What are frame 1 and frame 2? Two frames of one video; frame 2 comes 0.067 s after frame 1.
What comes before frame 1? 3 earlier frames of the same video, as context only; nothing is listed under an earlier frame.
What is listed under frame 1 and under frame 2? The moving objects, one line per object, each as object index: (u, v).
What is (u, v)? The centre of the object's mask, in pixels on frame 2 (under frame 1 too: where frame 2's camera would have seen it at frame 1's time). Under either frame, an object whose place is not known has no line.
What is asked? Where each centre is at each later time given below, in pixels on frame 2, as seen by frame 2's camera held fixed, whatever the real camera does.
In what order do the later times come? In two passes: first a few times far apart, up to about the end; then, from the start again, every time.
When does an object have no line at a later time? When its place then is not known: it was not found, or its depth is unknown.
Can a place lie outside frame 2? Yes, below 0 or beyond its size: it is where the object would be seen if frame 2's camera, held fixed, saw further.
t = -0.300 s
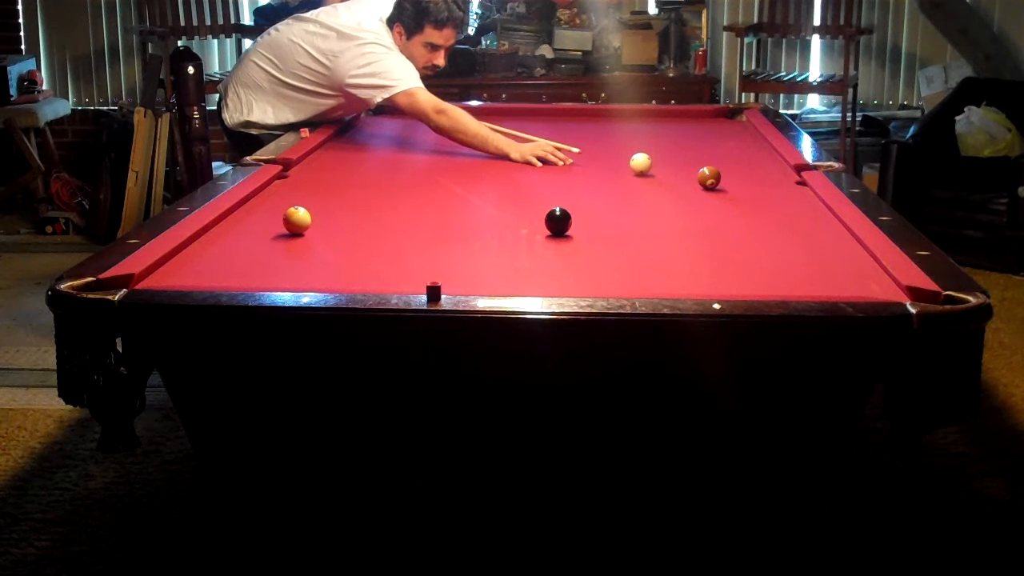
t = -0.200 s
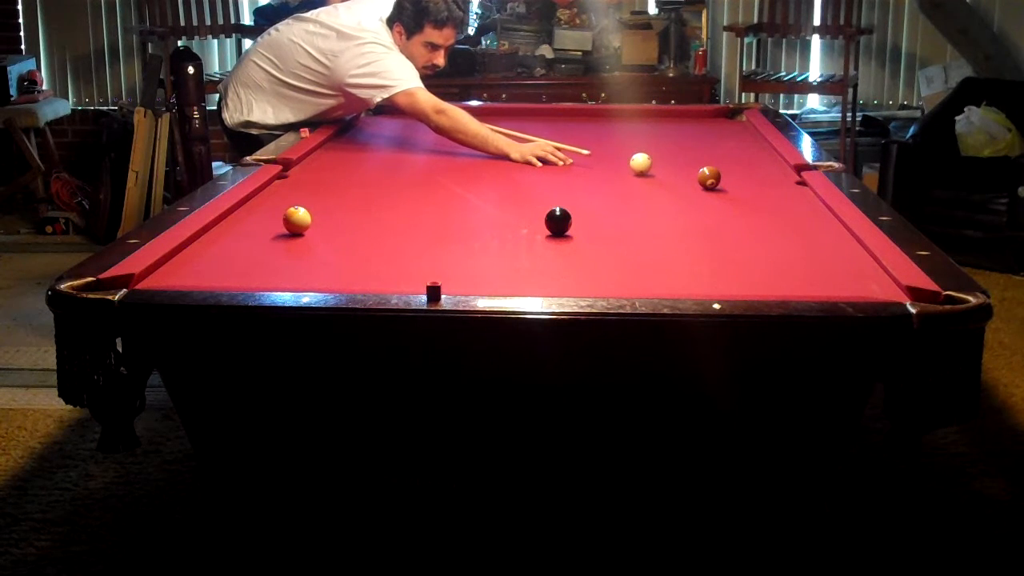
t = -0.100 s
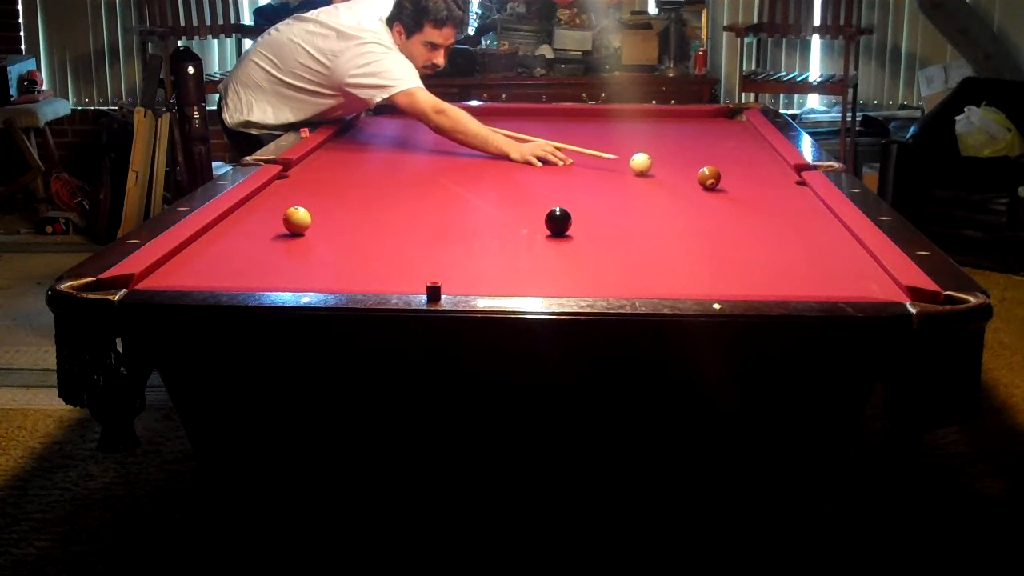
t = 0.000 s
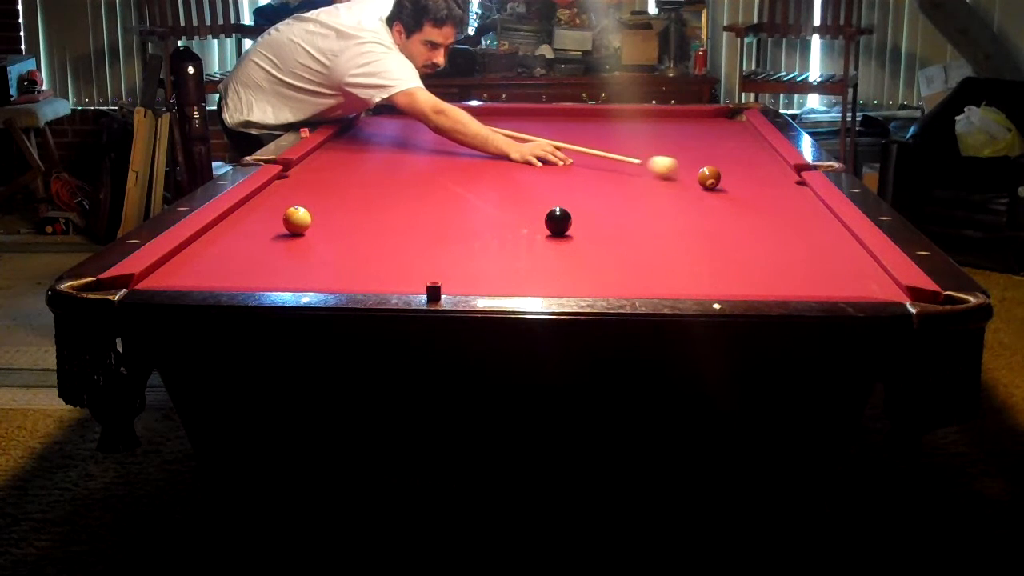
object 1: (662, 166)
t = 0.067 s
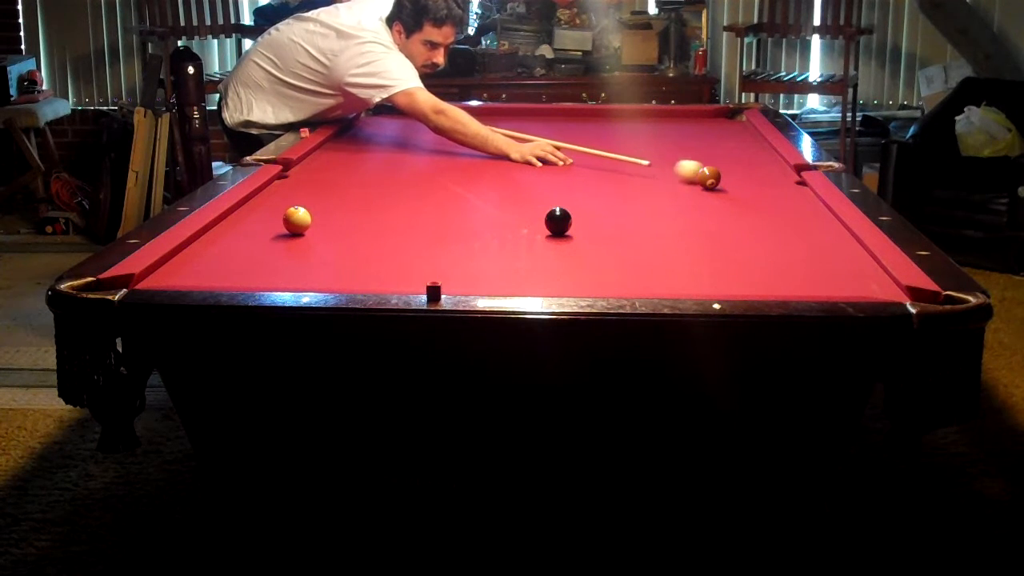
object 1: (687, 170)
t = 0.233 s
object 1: (744, 174)
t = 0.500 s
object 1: (770, 177)
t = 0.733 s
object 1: (735, 179)
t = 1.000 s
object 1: (696, 181)
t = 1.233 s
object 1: (663, 182)
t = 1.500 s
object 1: (627, 184)
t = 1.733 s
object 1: (597, 186)
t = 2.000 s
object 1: (564, 187)
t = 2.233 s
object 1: (537, 189)
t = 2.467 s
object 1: (513, 190)
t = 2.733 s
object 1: (487, 191)
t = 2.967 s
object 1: (465, 192)
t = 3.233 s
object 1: (444, 193)
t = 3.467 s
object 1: (427, 194)
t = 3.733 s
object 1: (411, 195)
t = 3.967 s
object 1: (398, 196)
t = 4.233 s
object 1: (386, 196)
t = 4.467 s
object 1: (378, 197)
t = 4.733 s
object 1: (371, 197)
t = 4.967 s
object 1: (367, 197)
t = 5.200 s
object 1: (365, 197)
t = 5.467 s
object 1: (364, 197)
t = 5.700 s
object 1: (365, 197)
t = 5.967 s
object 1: (365, 197)
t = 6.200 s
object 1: (365, 197)
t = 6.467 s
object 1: (365, 197)
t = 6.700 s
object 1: (365, 197)
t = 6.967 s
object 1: (365, 197)
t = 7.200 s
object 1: (365, 197)
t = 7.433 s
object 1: (365, 197)
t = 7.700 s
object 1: (365, 197)
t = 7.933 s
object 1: (365, 197)
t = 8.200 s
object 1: (365, 197)
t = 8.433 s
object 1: (365, 197)
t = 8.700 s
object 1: (365, 197)
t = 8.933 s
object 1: (365, 197)
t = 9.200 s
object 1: (365, 197)
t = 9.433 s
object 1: (365, 197)
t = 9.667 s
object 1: (365, 197)
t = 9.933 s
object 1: (365, 197)
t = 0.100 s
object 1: (697, 169)
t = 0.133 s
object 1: (715, 166)
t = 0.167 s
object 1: (725, 170)
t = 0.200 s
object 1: (735, 173)
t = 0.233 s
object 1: (744, 174)
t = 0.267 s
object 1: (754, 174)
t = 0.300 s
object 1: (765, 175)
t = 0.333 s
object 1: (775, 176)
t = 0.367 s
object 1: (786, 176)
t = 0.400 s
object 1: (786, 176)
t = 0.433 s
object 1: (780, 177)
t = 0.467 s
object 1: (775, 177)
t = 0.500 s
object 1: (770, 177)
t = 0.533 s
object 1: (765, 178)
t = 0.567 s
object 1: (761, 178)
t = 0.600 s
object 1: (755, 178)
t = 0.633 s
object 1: (751, 178)
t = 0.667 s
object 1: (746, 178)
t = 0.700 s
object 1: (740, 178)
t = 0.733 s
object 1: (735, 179)
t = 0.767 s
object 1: (730, 179)
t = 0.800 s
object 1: (725, 179)
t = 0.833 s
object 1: (720, 179)
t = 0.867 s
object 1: (715, 180)
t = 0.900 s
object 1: (711, 180)
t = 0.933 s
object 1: (705, 180)
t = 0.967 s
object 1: (701, 180)
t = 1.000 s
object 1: (696, 181)
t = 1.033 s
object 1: (691, 181)
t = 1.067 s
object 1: (686, 181)
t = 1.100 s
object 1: (681, 181)
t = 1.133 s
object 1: (677, 182)
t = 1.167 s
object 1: (672, 182)
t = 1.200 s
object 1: (667, 182)
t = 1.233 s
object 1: (663, 182)
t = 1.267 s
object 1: (658, 183)
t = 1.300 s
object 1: (654, 183)
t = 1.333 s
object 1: (649, 183)
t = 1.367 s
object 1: (644, 184)
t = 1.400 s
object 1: (640, 184)
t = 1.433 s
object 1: (636, 184)
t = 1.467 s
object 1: (631, 184)
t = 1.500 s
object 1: (627, 184)
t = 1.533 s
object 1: (622, 184)
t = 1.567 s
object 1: (618, 185)
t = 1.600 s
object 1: (614, 185)
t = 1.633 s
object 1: (609, 185)
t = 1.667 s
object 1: (605, 185)
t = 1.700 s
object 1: (601, 185)
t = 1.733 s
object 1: (597, 186)
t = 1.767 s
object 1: (593, 186)
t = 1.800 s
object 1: (588, 186)
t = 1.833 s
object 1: (584, 186)
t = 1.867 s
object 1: (580, 186)
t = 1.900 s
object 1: (576, 187)
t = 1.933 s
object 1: (572, 187)
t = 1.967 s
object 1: (568, 187)
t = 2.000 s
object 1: (564, 187)
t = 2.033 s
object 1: (560, 187)
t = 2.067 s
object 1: (556, 187)
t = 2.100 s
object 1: (553, 188)
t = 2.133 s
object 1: (549, 188)
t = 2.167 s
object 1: (545, 188)
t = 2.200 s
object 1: (541, 188)
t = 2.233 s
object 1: (537, 189)
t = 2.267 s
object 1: (534, 189)
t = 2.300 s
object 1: (530, 189)
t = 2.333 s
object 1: (527, 189)
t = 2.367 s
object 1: (523, 189)
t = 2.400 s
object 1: (520, 189)
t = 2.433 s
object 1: (516, 190)
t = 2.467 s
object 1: (513, 190)
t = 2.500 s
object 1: (509, 190)
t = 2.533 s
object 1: (506, 190)
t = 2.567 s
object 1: (503, 190)
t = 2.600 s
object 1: (499, 190)
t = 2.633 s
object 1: (496, 191)
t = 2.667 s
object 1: (493, 191)
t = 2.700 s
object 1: (489, 191)
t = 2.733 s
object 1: (487, 191)
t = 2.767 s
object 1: (483, 191)
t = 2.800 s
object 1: (480, 191)
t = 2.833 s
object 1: (477, 192)
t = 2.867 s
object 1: (474, 192)
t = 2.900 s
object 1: (471, 192)
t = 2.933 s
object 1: (468, 192)
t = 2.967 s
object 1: (465, 192)
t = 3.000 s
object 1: (462, 192)
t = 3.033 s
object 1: (460, 193)
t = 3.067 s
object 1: (457, 193)
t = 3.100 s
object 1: (454, 193)
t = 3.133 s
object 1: (452, 193)
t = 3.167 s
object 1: (449, 193)
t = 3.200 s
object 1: (447, 193)
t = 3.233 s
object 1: (444, 193)
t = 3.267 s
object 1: (442, 193)
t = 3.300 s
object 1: (439, 194)
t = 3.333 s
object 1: (437, 194)
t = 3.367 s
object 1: (434, 194)
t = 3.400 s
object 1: (432, 194)
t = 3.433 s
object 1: (430, 194)
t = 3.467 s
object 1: (427, 194)
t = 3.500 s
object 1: (425, 194)
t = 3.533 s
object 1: (423, 194)
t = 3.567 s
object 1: (421, 195)
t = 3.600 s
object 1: (419, 195)
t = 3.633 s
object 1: (417, 195)
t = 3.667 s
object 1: (415, 195)
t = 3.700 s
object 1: (413, 195)
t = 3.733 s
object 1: (411, 195)
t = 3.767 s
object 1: (409, 195)
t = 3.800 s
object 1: (407, 195)
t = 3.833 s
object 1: (405, 195)
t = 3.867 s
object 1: (403, 195)
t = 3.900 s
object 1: (402, 195)
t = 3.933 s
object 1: (400, 195)
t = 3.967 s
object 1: (398, 196)
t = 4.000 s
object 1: (397, 196)
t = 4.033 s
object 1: (395, 196)
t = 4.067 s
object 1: (394, 196)
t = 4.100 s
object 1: (392, 196)
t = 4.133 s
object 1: (391, 196)
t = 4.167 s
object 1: (389, 196)
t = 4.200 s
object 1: (388, 196)
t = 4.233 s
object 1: (386, 196)
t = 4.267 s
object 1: (385, 196)
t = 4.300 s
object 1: (384, 196)
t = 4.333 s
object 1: (383, 197)
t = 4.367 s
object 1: (381, 197)
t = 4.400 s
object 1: (380, 197)
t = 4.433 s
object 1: (379, 197)
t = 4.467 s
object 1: (378, 197)
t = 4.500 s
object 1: (377, 197)
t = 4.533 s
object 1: (376, 197)
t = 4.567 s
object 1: (375, 197)
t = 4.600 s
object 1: (374, 197)
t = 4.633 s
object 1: (373, 197)
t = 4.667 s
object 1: (372, 197)
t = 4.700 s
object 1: (372, 197)
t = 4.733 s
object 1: (371, 197)
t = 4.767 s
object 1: (370, 197)
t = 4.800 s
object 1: (370, 197)
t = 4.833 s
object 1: (369, 197)
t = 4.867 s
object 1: (368, 197)
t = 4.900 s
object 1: (368, 197)
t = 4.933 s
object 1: (368, 197)
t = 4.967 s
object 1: (367, 197)
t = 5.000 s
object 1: (367, 197)
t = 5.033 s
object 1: (366, 197)
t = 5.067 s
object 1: (366, 197)
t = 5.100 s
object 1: (366, 197)
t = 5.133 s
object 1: (365, 197)
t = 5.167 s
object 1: (365, 197)
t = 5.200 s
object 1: (365, 197)
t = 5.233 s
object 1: (364, 197)
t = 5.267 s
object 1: (364, 197)
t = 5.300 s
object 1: (364, 197)
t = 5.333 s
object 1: (364, 197)
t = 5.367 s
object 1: (364, 197)
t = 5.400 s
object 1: (364, 197)
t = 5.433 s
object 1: (364, 197)
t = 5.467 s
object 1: (364, 197)
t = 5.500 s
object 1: (364, 197)
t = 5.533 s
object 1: (364, 197)
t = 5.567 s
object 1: (364, 197)
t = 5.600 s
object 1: (364, 197)
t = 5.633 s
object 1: (364, 197)
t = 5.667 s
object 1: (364, 197)
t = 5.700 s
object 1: (365, 197)
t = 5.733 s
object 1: (365, 197)
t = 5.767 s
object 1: (365, 197)
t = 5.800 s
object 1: (365, 197)
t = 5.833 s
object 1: (365, 197)
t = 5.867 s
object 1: (365, 197)
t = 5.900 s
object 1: (365, 197)
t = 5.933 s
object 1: (365, 197)
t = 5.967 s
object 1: (365, 197)
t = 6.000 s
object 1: (365, 197)
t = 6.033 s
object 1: (365, 197)
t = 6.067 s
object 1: (365, 197)
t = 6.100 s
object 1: (365, 197)
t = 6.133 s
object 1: (365, 197)
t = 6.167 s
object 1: (365, 197)
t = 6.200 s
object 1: (365, 197)
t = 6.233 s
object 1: (365, 197)
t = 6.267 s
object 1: (365, 197)
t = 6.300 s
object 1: (365, 197)
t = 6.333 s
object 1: (365, 197)
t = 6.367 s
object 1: (365, 197)
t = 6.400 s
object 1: (365, 197)
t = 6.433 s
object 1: (365, 197)
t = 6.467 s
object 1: (365, 197)
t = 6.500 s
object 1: (365, 197)
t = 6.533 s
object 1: (365, 197)
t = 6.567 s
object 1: (365, 197)
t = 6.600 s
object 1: (365, 197)
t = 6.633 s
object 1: (365, 197)
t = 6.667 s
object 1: (365, 197)
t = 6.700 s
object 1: (365, 197)
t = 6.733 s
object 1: (365, 197)
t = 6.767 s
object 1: (365, 197)
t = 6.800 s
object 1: (365, 197)
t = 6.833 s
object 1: (365, 197)
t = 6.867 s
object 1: (365, 197)
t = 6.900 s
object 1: (365, 197)
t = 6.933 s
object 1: (365, 197)
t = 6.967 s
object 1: (365, 197)
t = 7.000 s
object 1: (365, 197)
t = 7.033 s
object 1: (365, 197)
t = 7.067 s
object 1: (365, 197)
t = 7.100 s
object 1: (365, 197)
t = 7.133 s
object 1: (365, 197)
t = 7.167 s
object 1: (365, 197)
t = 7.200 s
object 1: (365, 197)
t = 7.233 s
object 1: (365, 197)
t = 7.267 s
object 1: (365, 197)
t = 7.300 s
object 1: (365, 197)
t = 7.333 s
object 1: (365, 197)
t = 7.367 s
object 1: (365, 197)
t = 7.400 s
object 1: (365, 197)
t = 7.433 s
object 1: (365, 197)
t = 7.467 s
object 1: (365, 197)
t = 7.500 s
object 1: (365, 197)
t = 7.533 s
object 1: (365, 197)
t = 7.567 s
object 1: (365, 197)
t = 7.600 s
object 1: (365, 197)
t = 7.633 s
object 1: (365, 197)
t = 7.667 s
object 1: (365, 197)
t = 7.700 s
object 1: (365, 197)
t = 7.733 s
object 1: (365, 197)
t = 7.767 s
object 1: (365, 197)
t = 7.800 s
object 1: (365, 197)
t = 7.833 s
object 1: (365, 197)
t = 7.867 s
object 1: (365, 197)
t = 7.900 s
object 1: (365, 197)
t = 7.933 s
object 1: (365, 197)
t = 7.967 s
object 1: (365, 197)
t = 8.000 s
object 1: (365, 197)
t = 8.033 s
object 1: (365, 197)
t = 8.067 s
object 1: (365, 197)
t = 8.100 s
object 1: (365, 197)
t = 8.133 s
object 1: (365, 197)
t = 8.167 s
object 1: (365, 197)
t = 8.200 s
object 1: (365, 197)
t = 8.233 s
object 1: (365, 197)
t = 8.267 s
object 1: (365, 197)
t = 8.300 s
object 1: (365, 197)
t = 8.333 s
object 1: (365, 197)
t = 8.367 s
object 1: (365, 197)
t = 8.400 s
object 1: (365, 197)
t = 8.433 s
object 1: (365, 197)
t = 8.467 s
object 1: (365, 197)
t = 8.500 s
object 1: (365, 197)
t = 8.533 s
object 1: (365, 197)
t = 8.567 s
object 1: (365, 197)
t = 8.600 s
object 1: (365, 197)
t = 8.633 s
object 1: (365, 197)
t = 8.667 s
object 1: (365, 197)
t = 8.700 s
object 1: (365, 197)
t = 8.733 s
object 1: (365, 197)
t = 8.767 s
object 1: (365, 197)
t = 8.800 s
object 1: (365, 197)
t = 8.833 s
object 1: (365, 197)
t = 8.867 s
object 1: (365, 197)
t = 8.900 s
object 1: (365, 197)
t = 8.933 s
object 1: (365, 197)
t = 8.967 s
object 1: (365, 197)
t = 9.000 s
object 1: (365, 197)
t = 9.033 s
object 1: (365, 197)
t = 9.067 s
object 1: (365, 197)
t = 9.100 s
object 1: (365, 197)
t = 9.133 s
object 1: (365, 197)
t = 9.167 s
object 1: (365, 197)
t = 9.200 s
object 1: (365, 197)
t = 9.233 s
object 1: (365, 197)
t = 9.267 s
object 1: (365, 197)
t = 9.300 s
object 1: (365, 197)
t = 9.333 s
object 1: (365, 197)
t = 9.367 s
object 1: (365, 197)
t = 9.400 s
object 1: (365, 197)
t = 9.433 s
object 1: (365, 197)
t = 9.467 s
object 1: (365, 197)
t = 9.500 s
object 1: (365, 197)
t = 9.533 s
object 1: (365, 197)
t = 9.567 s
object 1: (365, 197)
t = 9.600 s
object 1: (365, 197)
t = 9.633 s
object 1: (365, 197)
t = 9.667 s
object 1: (365, 197)
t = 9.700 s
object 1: (365, 197)
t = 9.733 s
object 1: (365, 197)
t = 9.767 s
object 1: (365, 197)
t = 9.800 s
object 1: (365, 197)
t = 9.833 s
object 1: (365, 197)
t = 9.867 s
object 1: (365, 197)
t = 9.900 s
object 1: (365, 197)
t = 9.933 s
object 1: (365, 197)
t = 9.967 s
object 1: (365, 197)
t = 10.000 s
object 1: (365, 197)
